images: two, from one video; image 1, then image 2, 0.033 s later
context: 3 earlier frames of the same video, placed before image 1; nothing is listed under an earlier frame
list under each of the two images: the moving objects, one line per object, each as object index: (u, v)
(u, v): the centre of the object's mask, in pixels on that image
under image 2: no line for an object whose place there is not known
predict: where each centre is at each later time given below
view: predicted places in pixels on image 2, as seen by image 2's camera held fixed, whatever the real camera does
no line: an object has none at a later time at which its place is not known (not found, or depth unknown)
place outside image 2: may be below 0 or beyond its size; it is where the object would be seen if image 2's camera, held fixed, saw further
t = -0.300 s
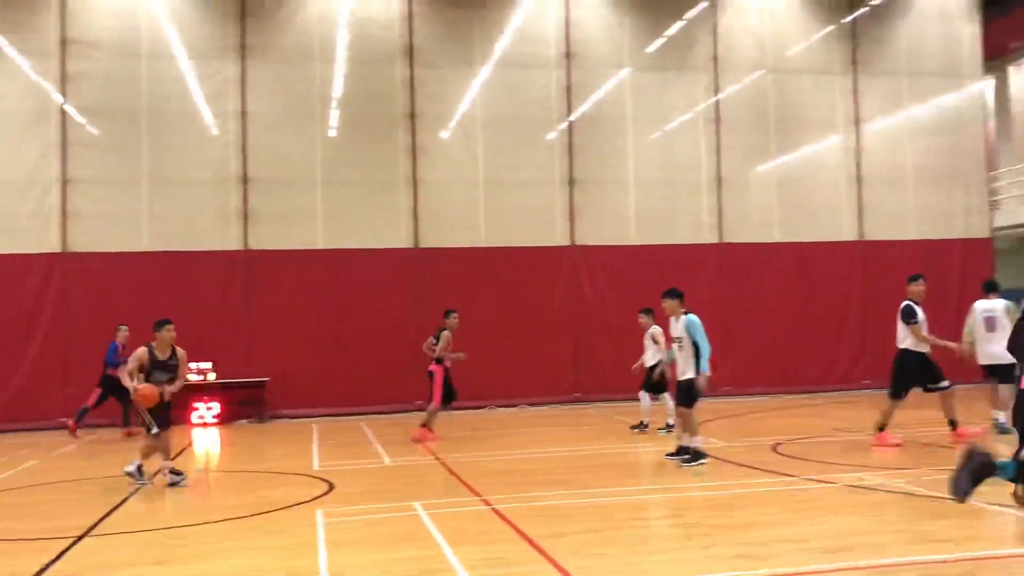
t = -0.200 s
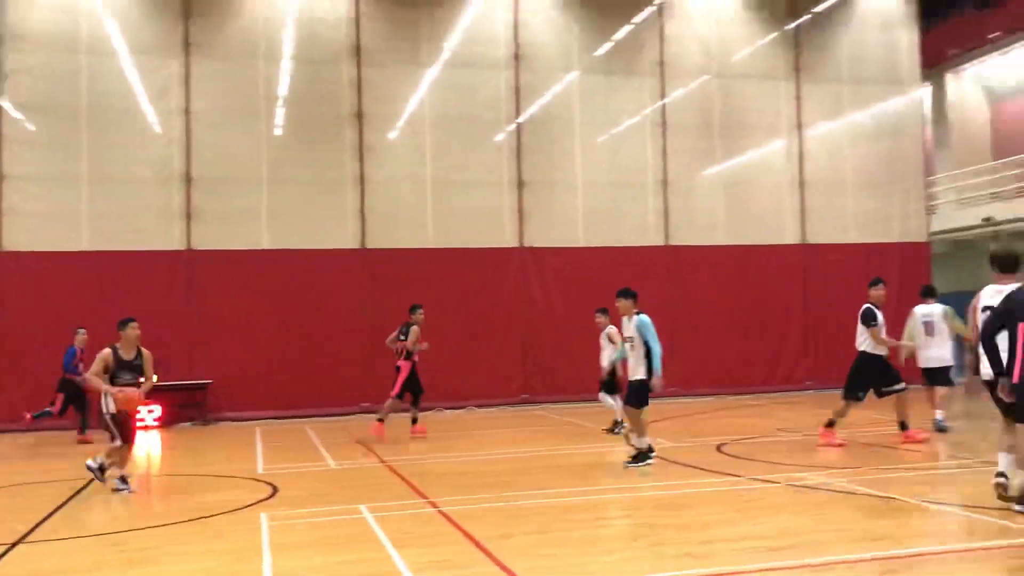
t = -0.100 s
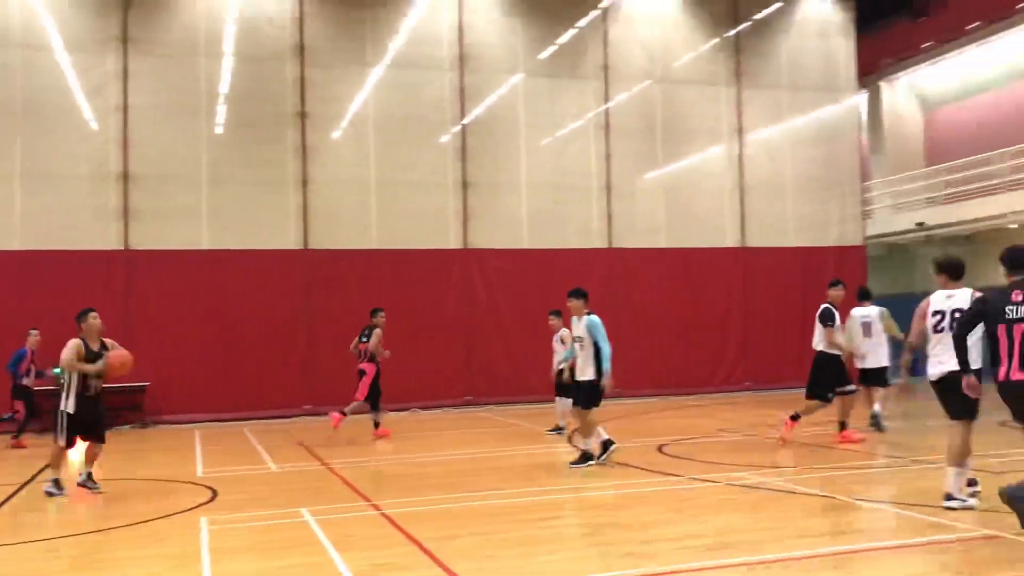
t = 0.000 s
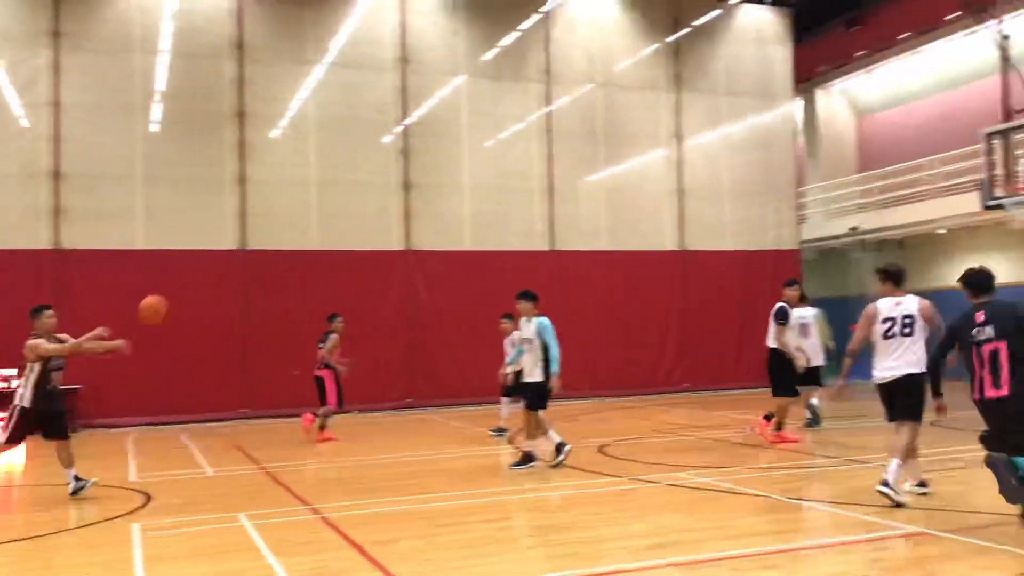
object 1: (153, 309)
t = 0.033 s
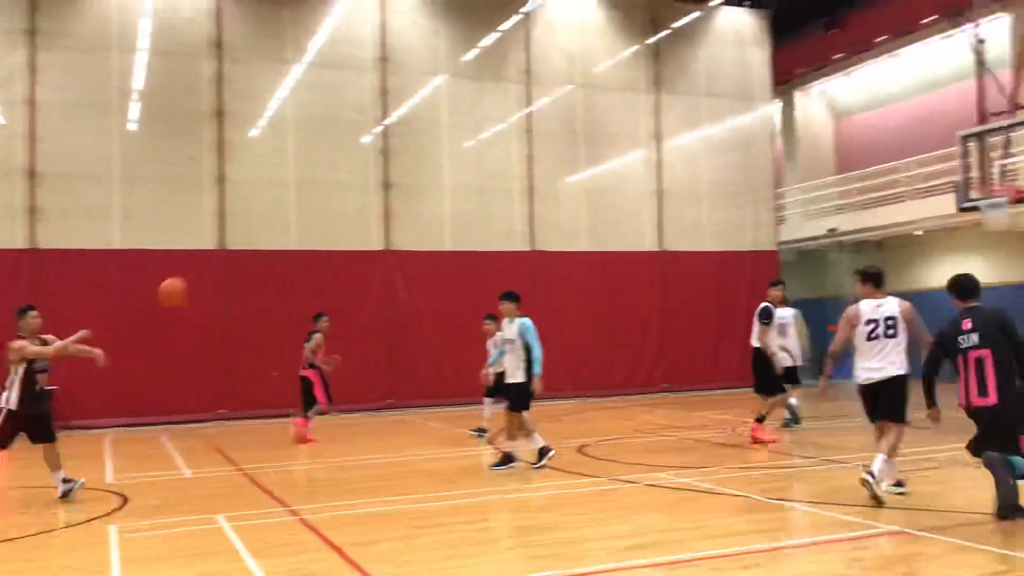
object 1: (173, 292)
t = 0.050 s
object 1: (194, 283)
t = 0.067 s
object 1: (216, 275)
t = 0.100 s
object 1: (257, 260)
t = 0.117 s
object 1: (278, 252)
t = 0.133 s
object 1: (300, 247)
